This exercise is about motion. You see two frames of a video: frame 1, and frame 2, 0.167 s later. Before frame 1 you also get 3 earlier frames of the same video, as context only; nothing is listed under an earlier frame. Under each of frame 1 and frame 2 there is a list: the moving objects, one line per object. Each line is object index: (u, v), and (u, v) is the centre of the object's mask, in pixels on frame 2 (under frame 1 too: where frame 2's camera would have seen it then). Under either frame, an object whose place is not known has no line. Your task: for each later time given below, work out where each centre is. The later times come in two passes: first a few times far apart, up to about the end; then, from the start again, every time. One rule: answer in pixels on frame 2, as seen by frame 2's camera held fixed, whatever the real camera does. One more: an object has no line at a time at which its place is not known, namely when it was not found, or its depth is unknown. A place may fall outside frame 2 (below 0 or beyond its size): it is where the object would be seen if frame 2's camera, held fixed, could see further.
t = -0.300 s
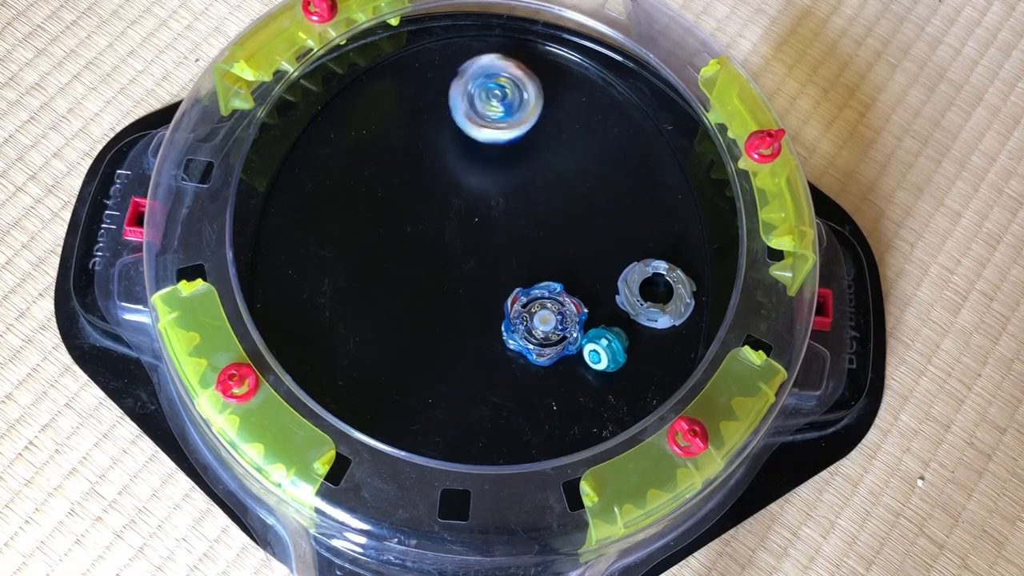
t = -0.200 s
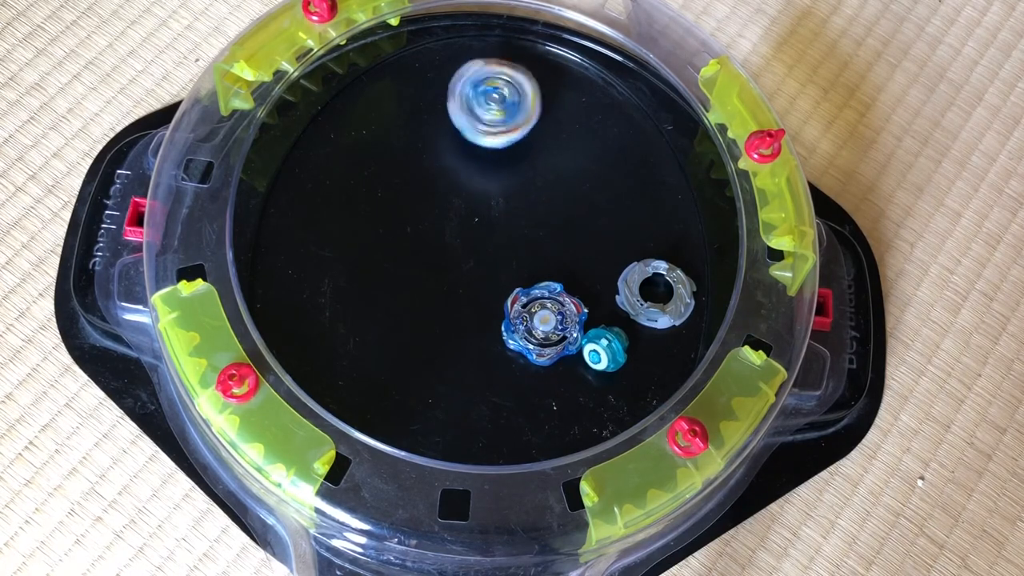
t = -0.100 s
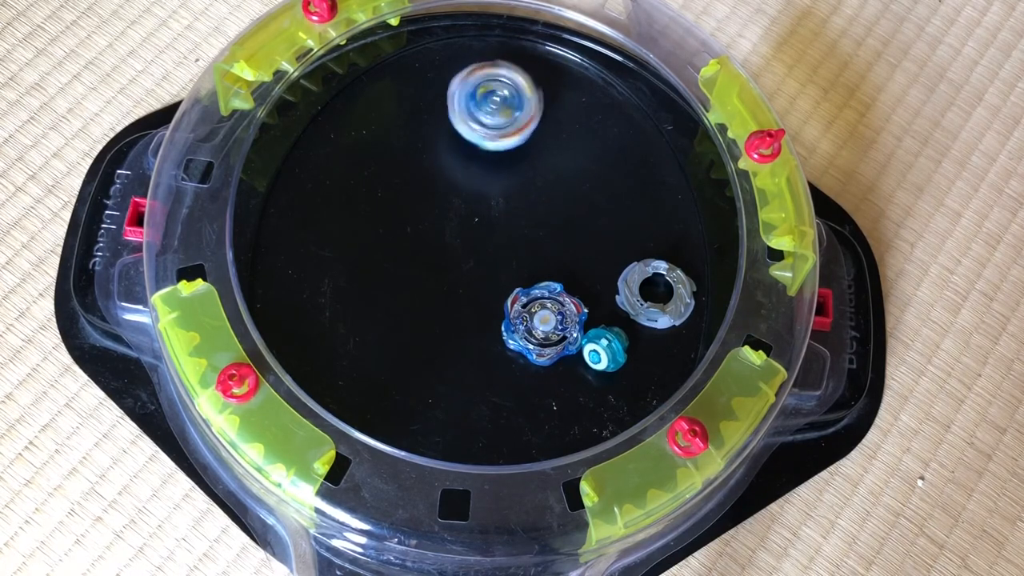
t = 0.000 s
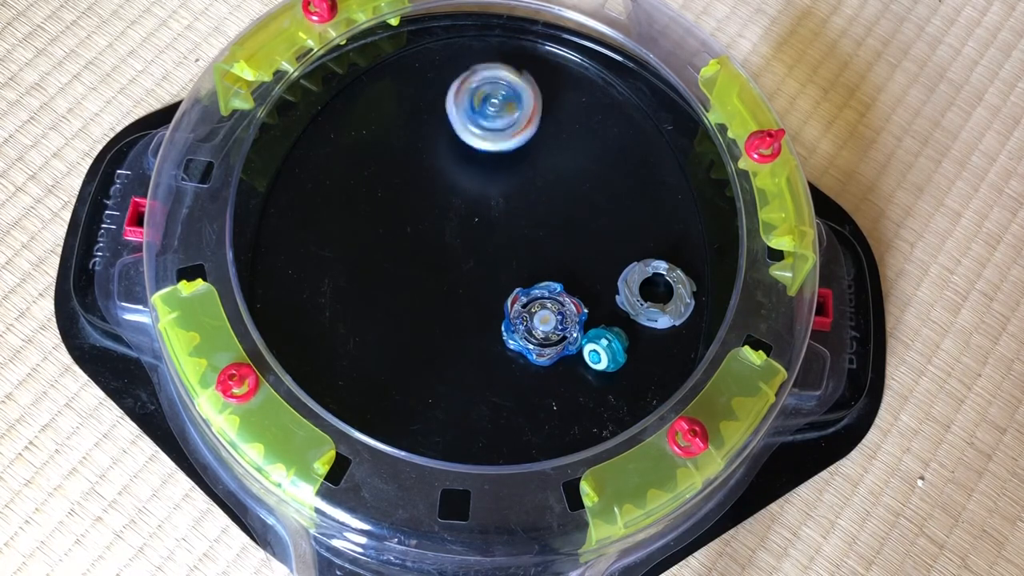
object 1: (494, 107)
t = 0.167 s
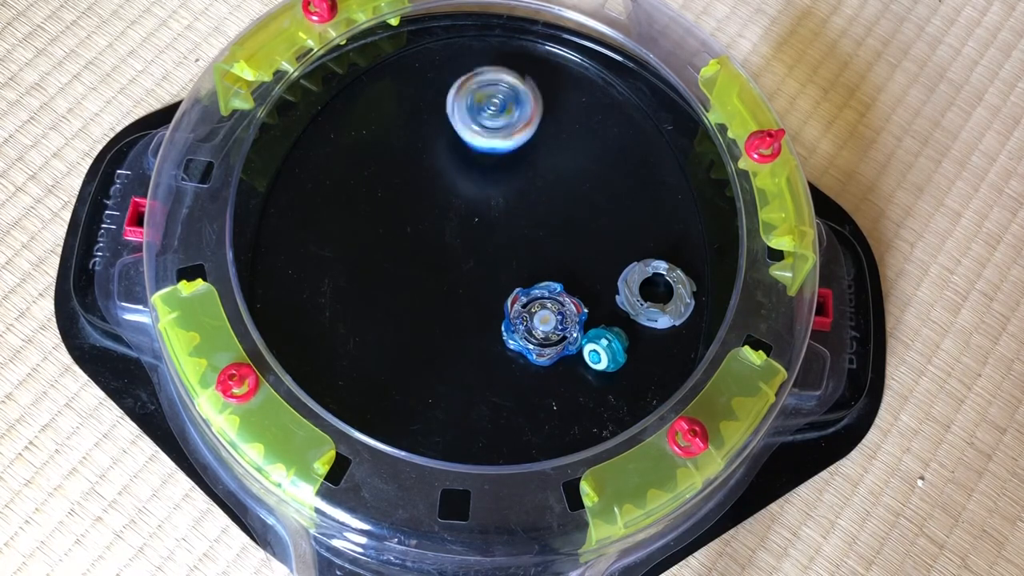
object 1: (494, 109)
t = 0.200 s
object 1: (495, 110)
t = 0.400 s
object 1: (498, 114)
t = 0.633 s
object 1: (503, 116)
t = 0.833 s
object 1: (507, 116)
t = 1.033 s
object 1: (508, 114)
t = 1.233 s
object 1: (511, 114)
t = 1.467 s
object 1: (511, 108)
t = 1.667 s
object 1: (513, 103)
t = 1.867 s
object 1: (510, 100)
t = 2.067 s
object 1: (505, 97)
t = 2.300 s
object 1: (502, 96)
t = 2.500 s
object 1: (500, 98)
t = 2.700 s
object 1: (502, 100)
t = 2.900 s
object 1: (498, 105)
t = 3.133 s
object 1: (496, 108)
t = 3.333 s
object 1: (494, 111)
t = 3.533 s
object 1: (503, 112)
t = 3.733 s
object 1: (504, 113)
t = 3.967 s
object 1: (507, 113)
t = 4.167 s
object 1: (507, 113)
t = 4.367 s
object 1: (511, 107)
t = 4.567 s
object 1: (510, 104)
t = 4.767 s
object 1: (510, 106)
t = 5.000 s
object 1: (506, 102)
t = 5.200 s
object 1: (503, 100)
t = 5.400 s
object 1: (501, 102)
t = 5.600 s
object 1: (500, 103)
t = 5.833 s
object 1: (498, 107)
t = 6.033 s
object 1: (497, 110)
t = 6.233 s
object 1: (501, 109)
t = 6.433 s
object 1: (501, 112)
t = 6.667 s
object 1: (505, 114)
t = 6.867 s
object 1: (506, 110)
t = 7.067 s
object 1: (507, 110)
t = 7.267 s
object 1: (510, 107)
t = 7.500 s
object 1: (506, 105)
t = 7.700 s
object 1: (505, 104)
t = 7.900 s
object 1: (502, 103)
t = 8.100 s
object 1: (505, 103)
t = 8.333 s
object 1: (502, 107)
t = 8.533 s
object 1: (498, 111)
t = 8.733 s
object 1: (504, 113)
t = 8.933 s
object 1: (487, 110)
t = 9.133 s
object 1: (497, 108)
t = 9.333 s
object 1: (499, 109)
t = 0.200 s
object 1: (495, 110)
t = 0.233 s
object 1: (493, 112)
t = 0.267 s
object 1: (495, 110)
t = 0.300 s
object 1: (496, 112)
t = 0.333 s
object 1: (496, 114)
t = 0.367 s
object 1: (495, 112)
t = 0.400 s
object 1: (498, 114)
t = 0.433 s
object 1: (499, 115)
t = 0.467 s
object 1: (496, 114)
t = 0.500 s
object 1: (499, 115)
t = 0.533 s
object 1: (501, 115)
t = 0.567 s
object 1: (499, 117)
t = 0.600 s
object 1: (501, 115)
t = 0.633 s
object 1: (503, 116)
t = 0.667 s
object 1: (503, 118)
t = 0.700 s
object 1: (502, 116)
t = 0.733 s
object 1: (505, 116)
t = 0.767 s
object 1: (506, 118)
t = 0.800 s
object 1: (503, 117)
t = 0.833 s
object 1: (507, 116)
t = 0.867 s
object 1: (508, 117)
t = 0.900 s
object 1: (506, 118)
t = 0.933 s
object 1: (507, 115)
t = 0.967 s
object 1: (509, 116)
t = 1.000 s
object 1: (509, 117)
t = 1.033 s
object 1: (508, 114)
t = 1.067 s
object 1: (510, 115)
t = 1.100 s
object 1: (511, 116)
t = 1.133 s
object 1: (507, 114)
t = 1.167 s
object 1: (511, 113)
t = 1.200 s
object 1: (512, 113)
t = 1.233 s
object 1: (511, 114)
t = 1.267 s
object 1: (511, 110)
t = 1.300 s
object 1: (512, 110)
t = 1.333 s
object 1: (512, 110)
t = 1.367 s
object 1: (510, 108)
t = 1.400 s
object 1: (513, 108)
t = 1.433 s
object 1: (514, 108)
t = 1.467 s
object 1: (511, 108)
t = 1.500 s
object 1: (512, 105)
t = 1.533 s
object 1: (513, 105)
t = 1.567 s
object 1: (514, 106)
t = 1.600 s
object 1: (511, 104)
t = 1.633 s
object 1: (512, 103)
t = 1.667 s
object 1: (513, 103)
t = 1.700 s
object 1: (510, 102)
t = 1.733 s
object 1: (513, 102)
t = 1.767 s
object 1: (512, 102)
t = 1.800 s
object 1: (510, 103)
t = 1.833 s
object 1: (509, 100)
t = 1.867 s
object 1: (510, 100)
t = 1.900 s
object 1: (511, 101)
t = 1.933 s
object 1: (507, 100)
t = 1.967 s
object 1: (508, 99)
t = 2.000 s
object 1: (508, 99)
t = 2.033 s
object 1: (506, 100)
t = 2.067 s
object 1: (505, 97)
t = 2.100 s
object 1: (505, 98)
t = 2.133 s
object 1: (505, 99)
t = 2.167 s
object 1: (502, 97)
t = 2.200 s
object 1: (505, 97)
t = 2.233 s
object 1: (505, 98)
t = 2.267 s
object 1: (502, 99)
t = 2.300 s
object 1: (502, 96)
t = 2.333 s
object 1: (503, 96)
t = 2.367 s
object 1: (504, 98)
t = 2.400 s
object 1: (501, 97)
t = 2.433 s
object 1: (503, 97)
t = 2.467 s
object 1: (503, 98)
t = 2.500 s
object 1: (500, 98)
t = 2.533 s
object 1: (502, 97)
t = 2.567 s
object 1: (503, 98)
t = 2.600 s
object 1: (503, 100)
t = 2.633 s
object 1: (499, 99)
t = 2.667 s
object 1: (501, 99)
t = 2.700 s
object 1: (502, 100)
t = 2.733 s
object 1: (499, 103)
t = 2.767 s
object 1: (499, 101)
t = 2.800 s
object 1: (499, 102)
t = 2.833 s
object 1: (499, 105)
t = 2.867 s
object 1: (496, 104)
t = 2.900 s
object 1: (498, 105)
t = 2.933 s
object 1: (498, 106)
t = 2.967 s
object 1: (495, 108)
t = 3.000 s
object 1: (496, 106)
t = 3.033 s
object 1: (496, 107)
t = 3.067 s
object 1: (497, 109)
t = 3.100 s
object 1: (493, 108)
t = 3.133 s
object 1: (496, 108)
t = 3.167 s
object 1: (496, 109)
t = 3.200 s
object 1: (495, 110)
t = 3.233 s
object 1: (495, 108)
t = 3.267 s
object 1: (497, 109)
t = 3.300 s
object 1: (498, 111)
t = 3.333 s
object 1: (494, 111)
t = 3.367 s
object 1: (497, 110)
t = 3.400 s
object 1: (499, 110)
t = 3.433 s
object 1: (500, 112)
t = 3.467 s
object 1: (498, 111)
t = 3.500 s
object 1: (500, 112)
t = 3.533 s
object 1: (503, 112)
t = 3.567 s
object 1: (501, 113)
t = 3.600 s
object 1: (503, 112)
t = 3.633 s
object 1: (504, 113)
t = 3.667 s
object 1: (504, 115)
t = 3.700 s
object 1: (502, 113)
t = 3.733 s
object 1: (504, 113)
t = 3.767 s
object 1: (506, 114)
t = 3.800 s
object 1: (505, 116)
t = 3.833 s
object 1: (504, 113)
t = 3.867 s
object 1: (505, 114)
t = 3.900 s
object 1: (507, 115)
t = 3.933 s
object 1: (503, 114)
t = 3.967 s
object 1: (507, 113)
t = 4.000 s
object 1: (507, 114)
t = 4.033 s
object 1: (506, 115)
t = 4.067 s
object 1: (504, 112)
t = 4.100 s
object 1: (507, 112)
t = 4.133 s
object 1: (508, 111)
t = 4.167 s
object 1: (507, 113)
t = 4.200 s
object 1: (507, 110)
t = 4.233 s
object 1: (508, 109)
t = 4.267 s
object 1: (510, 109)
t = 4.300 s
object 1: (507, 108)
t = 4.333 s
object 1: (510, 107)
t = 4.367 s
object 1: (511, 107)
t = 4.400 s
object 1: (510, 109)
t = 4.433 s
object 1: (508, 106)
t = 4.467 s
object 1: (511, 106)
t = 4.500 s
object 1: (512, 106)
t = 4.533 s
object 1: (510, 107)
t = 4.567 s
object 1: (510, 104)
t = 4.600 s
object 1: (511, 105)
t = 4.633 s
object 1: (511, 106)
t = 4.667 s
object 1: (508, 105)
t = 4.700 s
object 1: (511, 104)
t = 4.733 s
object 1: (511, 104)
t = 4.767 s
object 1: (510, 106)
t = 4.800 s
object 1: (507, 103)
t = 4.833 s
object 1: (508, 103)
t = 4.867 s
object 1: (509, 103)
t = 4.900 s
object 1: (507, 104)
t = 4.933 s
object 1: (505, 101)
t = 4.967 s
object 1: (506, 101)
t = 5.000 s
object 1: (506, 102)
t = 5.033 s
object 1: (502, 101)
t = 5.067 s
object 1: (504, 100)
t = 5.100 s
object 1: (504, 100)
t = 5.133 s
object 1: (504, 102)
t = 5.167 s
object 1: (501, 100)
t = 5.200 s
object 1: (503, 100)
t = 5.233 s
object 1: (503, 100)
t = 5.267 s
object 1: (503, 102)
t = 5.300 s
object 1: (500, 99)
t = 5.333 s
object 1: (503, 100)
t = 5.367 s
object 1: (503, 101)
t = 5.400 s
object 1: (501, 102)
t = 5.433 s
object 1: (500, 100)
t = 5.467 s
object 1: (502, 101)
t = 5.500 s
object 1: (503, 103)
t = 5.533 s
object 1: (499, 104)
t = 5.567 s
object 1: (500, 102)
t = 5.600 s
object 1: (500, 103)
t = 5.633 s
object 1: (501, 105)
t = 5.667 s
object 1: (497, 105)
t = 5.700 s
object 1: (499, 105)
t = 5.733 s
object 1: (499, 105)
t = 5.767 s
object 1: (498, 107)
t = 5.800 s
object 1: (495, 106)
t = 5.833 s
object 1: (498, 107)
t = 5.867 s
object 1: (498, 107)
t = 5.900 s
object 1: (497, 109)
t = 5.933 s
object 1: (495, 107)
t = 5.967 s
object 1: (497, 108)
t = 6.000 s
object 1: (499, 108)
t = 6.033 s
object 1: (497, 110)
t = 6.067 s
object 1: (496, 108)
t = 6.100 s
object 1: (499, 108)
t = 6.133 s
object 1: (500, 109)
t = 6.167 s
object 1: (498, 110)
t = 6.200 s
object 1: (499, 108)
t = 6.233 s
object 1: (501, 109)
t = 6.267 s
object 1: (502, 111)
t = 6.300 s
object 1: (499, 111)
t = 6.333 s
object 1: (501, 110)
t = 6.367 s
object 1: (502, 110)
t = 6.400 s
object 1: (504, 112)
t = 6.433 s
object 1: (501, 112)
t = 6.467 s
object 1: (504, 111)
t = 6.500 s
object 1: (504, 112)
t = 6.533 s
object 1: (505, 114)
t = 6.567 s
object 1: (502, 112)
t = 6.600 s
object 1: (505, 112)
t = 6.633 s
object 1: (506, 113)
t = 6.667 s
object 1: (505, 114)
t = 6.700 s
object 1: (502, 112)
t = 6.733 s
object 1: (505, 112)
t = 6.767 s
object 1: (506, 112)
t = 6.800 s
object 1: (506, 113)
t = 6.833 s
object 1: (503, 111)
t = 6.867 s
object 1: (506, 110)
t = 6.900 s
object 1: (507, 110)
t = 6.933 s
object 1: (507, 111)
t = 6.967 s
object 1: (505, 108)
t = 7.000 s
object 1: (507, 109)
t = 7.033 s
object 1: (508, 108)
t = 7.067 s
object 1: (507, 110)
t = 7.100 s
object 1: (506, 107)
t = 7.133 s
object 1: (509, 107)
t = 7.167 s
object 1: (510, 107)
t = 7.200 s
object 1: (508, 109)
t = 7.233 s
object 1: (508, 106)
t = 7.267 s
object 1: (510, 107)
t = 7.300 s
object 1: (510, 107)
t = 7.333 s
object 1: (508, 108)
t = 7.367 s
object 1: (508, 106)
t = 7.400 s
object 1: (509, 106)
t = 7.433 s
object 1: (510, 107)
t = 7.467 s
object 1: (508, 108)
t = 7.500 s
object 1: (506, 105)
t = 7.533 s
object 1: (507, 105)
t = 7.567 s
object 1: (508, 105)
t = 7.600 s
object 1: (506, 107)
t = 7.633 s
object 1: (505, 104)
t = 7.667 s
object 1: (505, 104)
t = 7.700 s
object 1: (505, 104)
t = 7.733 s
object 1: (503, 104)
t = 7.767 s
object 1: (503, 102)
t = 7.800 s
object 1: (505, 103)
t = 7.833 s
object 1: (506, 103)
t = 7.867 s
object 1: (504, 105)
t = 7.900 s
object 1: (502, 103)
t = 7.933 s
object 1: (503, 102)
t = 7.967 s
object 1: (506, 102)
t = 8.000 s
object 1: (506, 104)
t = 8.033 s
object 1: (504, 103)
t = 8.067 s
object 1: (503, 103)
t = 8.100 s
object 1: (505, 103)
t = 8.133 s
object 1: (506, 105)
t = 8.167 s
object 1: (504, 105)
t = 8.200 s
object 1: (503, 105)
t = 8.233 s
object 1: (504, 105)
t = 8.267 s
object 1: (505, 107)
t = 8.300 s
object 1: (502, 107)
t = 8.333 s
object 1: (502, 107)
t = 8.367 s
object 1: (502, 108)
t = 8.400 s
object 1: (502, 110)
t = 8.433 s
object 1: (500, 108)
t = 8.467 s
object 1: (502, 110)
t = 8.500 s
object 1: (501, 110)
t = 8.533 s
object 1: (498, 111)
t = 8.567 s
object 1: (497, 109)
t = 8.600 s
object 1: (500, 108)
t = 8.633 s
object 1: (502, 108)
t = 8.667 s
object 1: (505, 111)
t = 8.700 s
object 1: (503, 111)
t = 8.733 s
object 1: (504, 113)
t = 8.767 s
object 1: (501, 114)
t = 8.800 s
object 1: (498, 116)
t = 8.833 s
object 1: (493, 114)
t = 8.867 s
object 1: (488, 114)
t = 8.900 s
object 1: (486, 111)
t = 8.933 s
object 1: (487, 110)
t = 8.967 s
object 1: (486, 108)
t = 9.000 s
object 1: (490, 108)
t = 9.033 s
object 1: (489, 107)
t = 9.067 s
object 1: (493, 106)
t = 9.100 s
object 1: (495, 109)
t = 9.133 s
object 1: (497, 108)
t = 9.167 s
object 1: (499, 110)
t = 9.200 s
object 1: (500, 112)
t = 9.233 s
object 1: (500, 111)
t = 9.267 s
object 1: (500, 111)
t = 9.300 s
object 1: (499, 111)
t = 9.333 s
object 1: (499, 109)
